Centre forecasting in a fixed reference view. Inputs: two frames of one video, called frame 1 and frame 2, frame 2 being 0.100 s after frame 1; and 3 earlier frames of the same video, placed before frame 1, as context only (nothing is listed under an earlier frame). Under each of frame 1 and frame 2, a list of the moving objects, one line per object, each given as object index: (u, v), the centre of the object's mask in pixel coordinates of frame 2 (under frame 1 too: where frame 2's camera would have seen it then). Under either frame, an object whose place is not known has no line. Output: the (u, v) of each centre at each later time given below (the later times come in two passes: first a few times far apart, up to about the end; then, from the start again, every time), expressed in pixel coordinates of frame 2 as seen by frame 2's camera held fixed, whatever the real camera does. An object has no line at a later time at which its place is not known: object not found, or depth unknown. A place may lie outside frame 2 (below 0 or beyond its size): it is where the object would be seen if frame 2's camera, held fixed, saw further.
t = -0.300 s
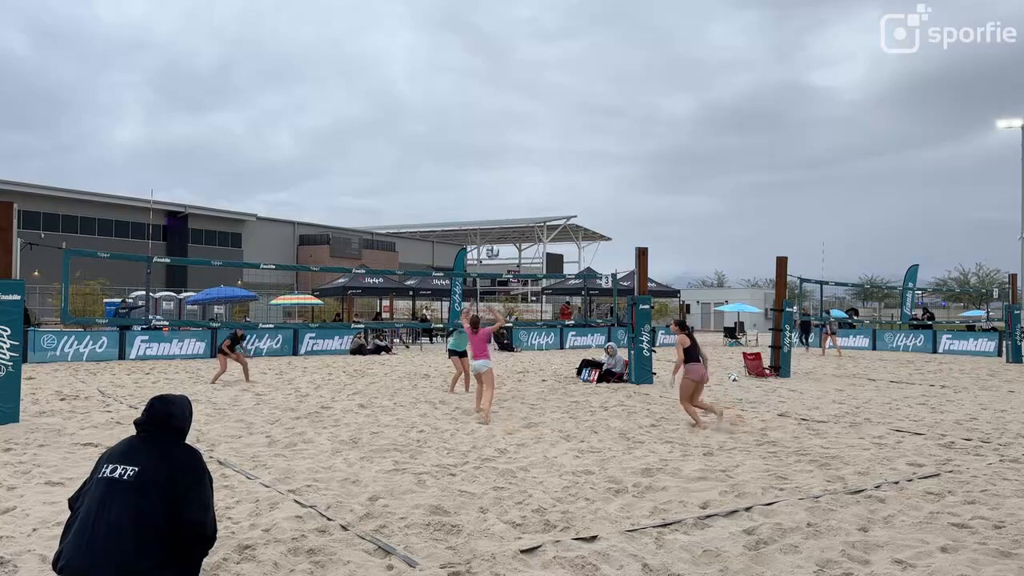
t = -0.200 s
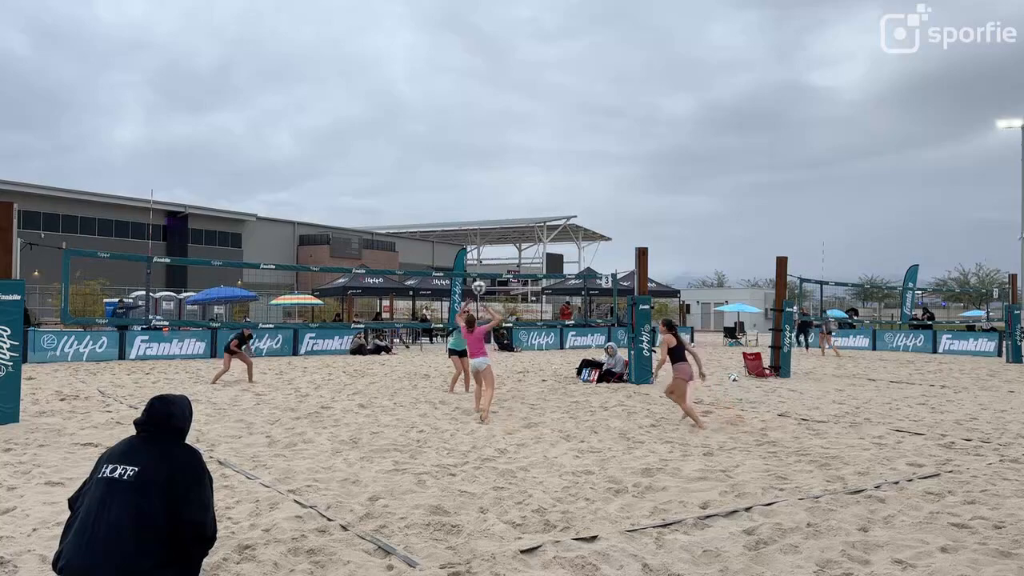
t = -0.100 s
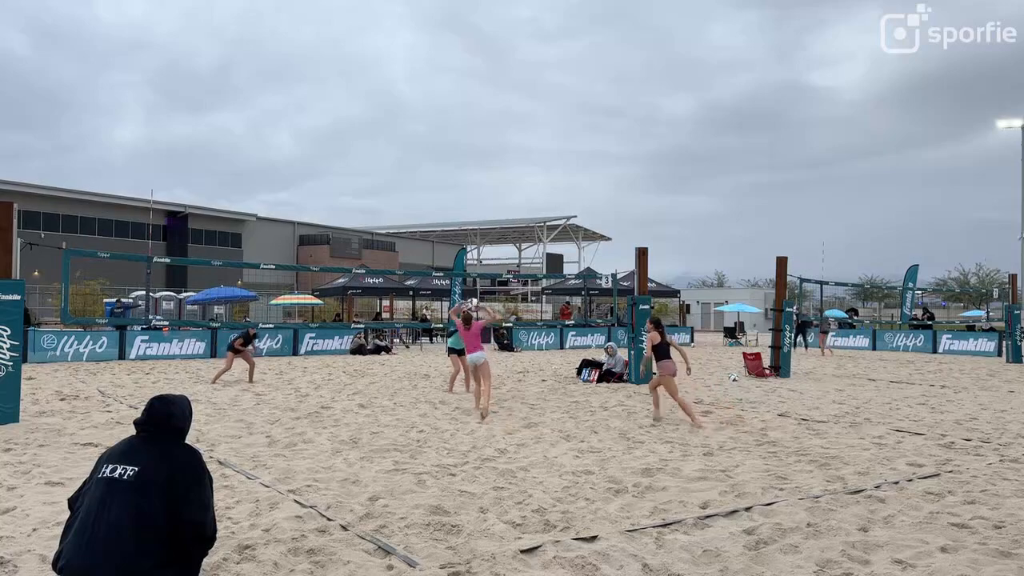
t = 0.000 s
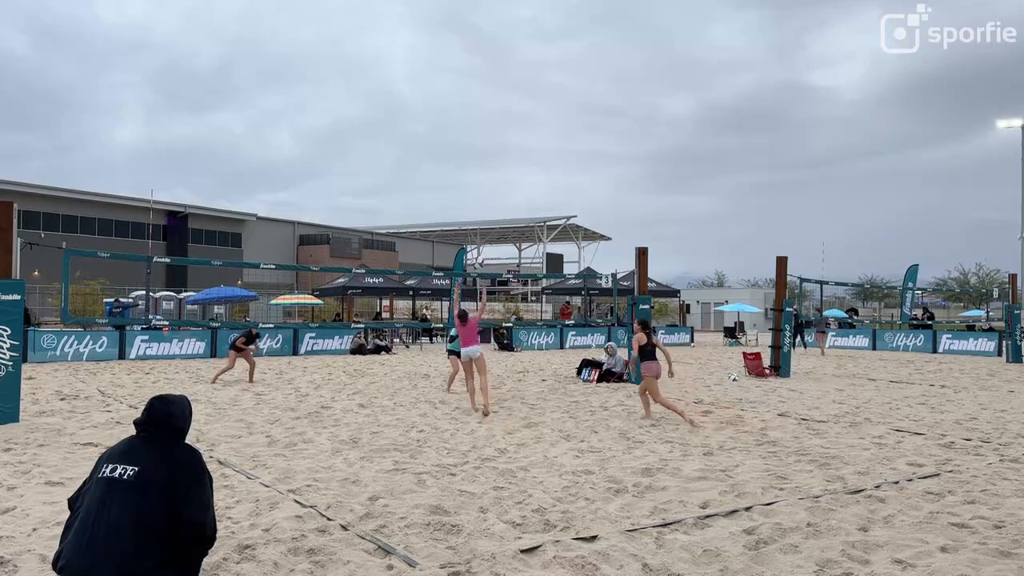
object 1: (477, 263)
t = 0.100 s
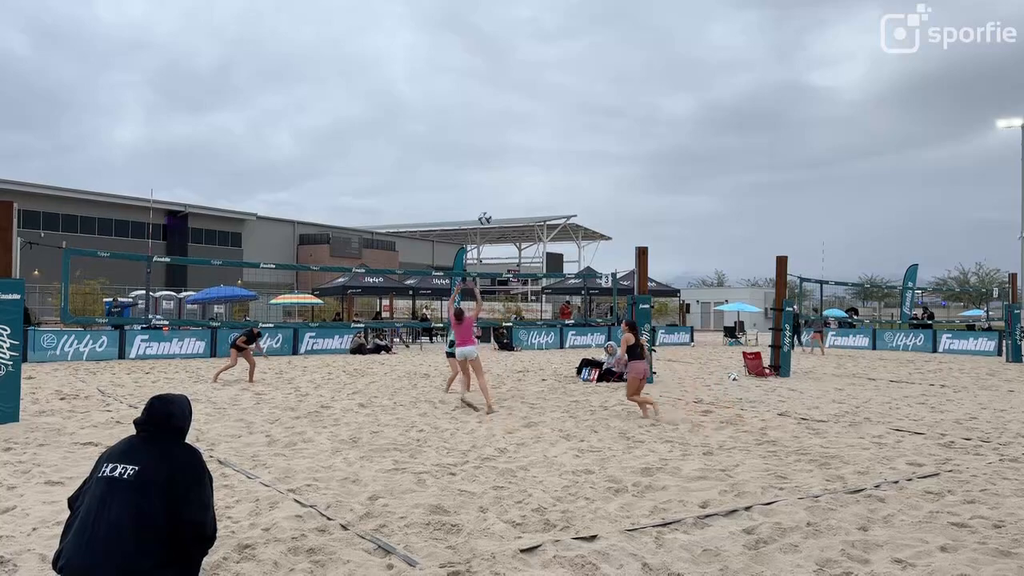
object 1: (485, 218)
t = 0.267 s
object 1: (497, 161)
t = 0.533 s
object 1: (513, 109)
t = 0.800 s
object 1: (529, 100)
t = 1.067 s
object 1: (544, 133)
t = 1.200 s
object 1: (551, 164)
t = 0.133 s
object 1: (487, 206)
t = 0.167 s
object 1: (489, 193)
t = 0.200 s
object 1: (492, 182)
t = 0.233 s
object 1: (494, 171)
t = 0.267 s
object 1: (497, 161)
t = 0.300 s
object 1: (499, 152)
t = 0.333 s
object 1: (501, 144)
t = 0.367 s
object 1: (503, 136)
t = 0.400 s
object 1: (505, 129)
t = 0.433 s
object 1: (507, 123)
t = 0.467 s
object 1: (509, 117)
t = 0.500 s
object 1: (511, 113)
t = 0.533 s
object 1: (513, 109)
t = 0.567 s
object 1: (515, 105)
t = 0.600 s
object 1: (517, 102)
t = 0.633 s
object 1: (519, 100)
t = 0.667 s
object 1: (521, 99)
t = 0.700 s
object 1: (523, 98)
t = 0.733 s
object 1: (525, 98)
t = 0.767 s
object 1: (527, 99)
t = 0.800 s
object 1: (529, 100)
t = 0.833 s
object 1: (531, 102)
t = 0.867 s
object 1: (533, 105)
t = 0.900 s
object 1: (535, 108)
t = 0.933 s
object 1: (537, 112)
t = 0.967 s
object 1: (538, 116)
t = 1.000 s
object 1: (540, 121)
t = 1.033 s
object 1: (542, 127)
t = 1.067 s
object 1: (544, 133)
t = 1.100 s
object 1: (546, 140)
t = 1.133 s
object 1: (547, 148)
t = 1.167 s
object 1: (549, 156)
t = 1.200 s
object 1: (551, 164)
